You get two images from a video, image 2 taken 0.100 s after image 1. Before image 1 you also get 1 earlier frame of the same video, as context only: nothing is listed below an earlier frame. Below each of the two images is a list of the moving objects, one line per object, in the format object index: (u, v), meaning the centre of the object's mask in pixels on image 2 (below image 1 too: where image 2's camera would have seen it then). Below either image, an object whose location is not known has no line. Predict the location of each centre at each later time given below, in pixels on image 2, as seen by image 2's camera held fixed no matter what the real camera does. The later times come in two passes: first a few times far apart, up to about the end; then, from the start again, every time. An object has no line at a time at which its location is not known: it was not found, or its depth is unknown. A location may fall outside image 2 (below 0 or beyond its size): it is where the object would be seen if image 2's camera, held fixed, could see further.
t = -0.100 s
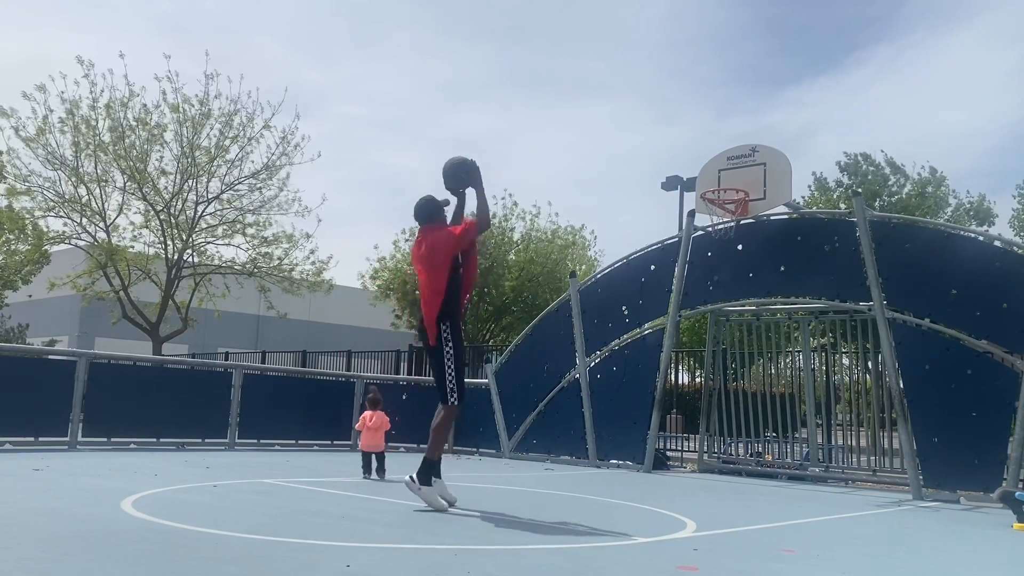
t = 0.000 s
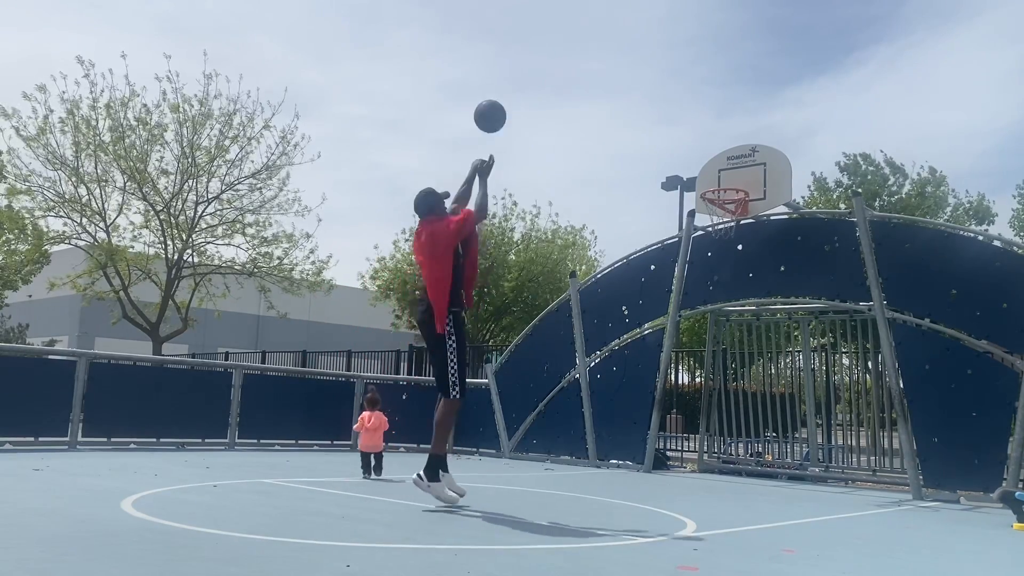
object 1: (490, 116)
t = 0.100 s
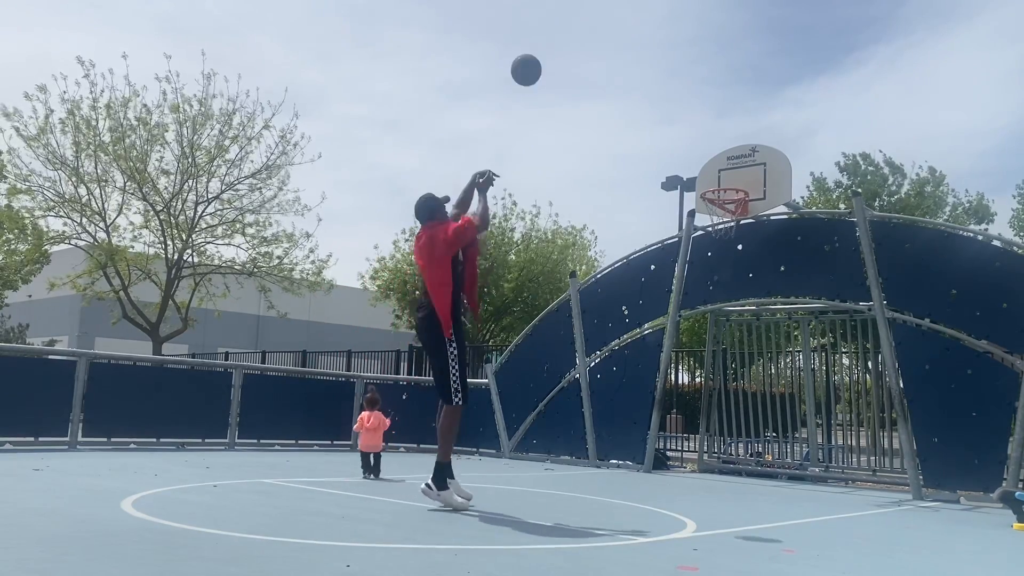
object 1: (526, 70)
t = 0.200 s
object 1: (558, 40)
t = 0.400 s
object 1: (611, 18)
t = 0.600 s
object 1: (655, 35)
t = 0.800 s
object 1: (692, 85)
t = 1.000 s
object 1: (726, 164)
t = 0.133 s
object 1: (537, 58)
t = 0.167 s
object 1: (548, 48)
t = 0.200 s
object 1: (558, 40)
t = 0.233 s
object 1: (568, 33)
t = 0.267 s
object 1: (577, 28)
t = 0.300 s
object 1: (586, 23)
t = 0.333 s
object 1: (595, 20)
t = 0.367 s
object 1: (603, 19)
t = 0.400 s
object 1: (611, 18)
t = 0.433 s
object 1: (619, 18)
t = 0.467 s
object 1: (626, 20)
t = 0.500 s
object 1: (634, 22)
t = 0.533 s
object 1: (641, 26)
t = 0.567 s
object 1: (648, 30)
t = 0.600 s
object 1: (655, 35)
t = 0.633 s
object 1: (661, 41)
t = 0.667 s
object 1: (668, 48)
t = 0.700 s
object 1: (674, 57)
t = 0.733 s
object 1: (680, 65)
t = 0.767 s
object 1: (686, 75)
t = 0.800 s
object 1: (692, 85)
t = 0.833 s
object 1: (698, 97)
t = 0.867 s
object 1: (704, 109)
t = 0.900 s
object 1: (709, 121)
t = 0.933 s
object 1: (715, 135)
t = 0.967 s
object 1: (720, 149)
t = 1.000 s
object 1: (726, 164)
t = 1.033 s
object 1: (731, 179)
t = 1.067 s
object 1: (736, 196)
